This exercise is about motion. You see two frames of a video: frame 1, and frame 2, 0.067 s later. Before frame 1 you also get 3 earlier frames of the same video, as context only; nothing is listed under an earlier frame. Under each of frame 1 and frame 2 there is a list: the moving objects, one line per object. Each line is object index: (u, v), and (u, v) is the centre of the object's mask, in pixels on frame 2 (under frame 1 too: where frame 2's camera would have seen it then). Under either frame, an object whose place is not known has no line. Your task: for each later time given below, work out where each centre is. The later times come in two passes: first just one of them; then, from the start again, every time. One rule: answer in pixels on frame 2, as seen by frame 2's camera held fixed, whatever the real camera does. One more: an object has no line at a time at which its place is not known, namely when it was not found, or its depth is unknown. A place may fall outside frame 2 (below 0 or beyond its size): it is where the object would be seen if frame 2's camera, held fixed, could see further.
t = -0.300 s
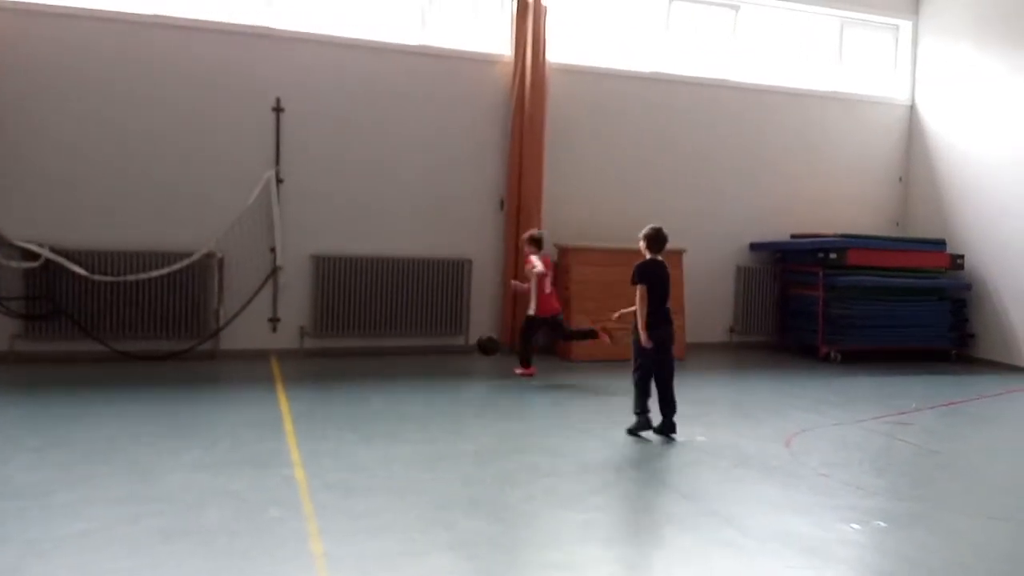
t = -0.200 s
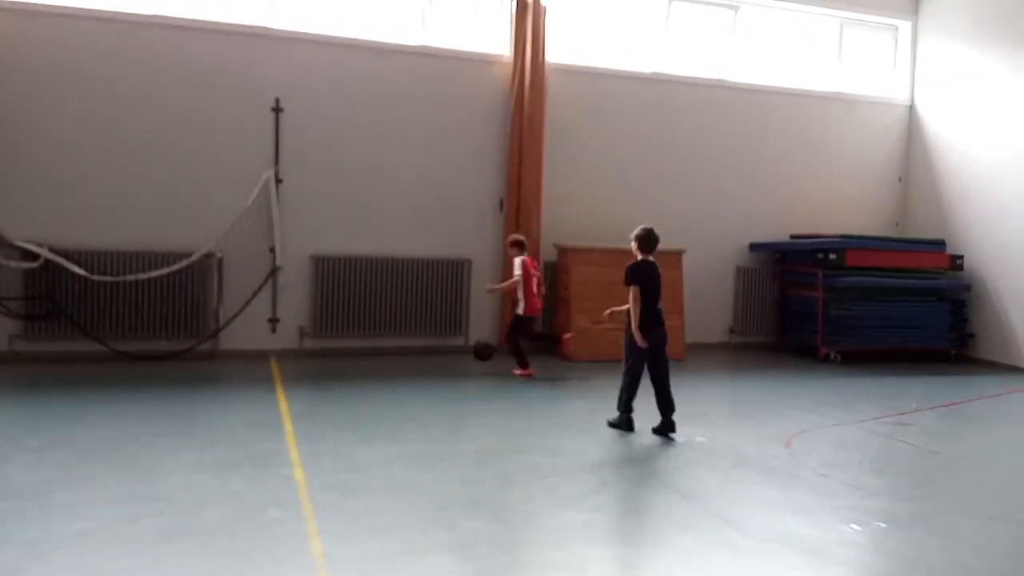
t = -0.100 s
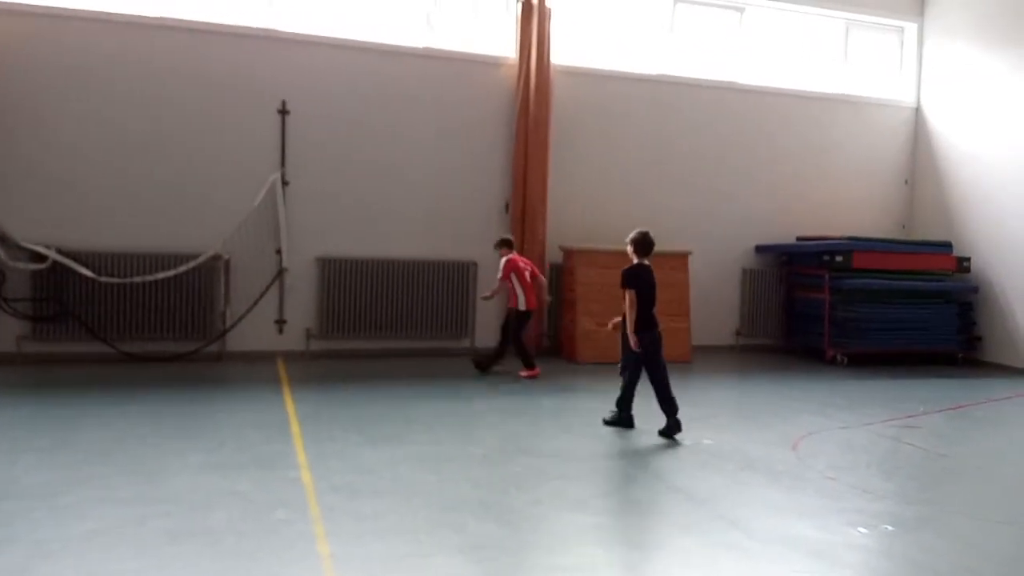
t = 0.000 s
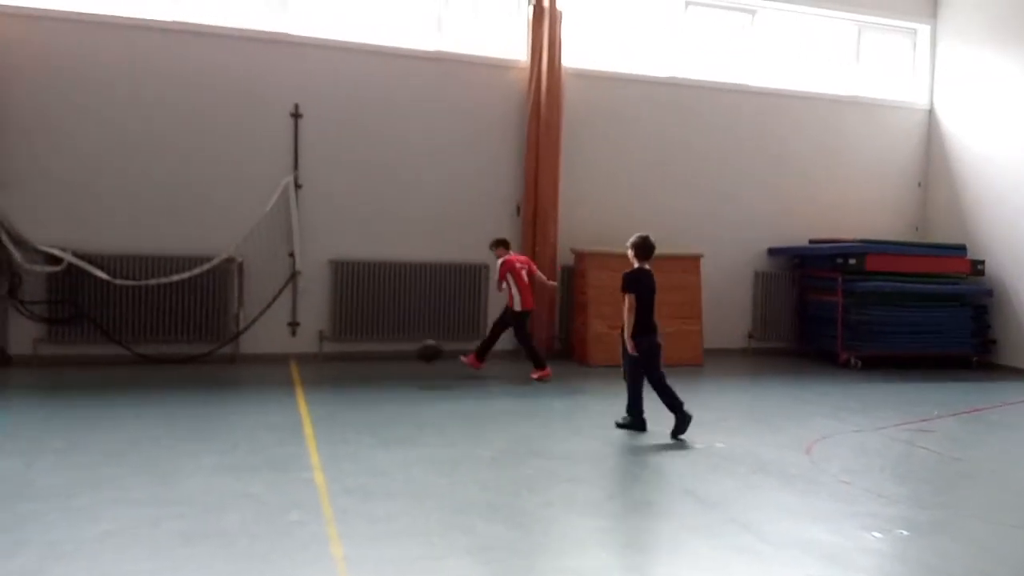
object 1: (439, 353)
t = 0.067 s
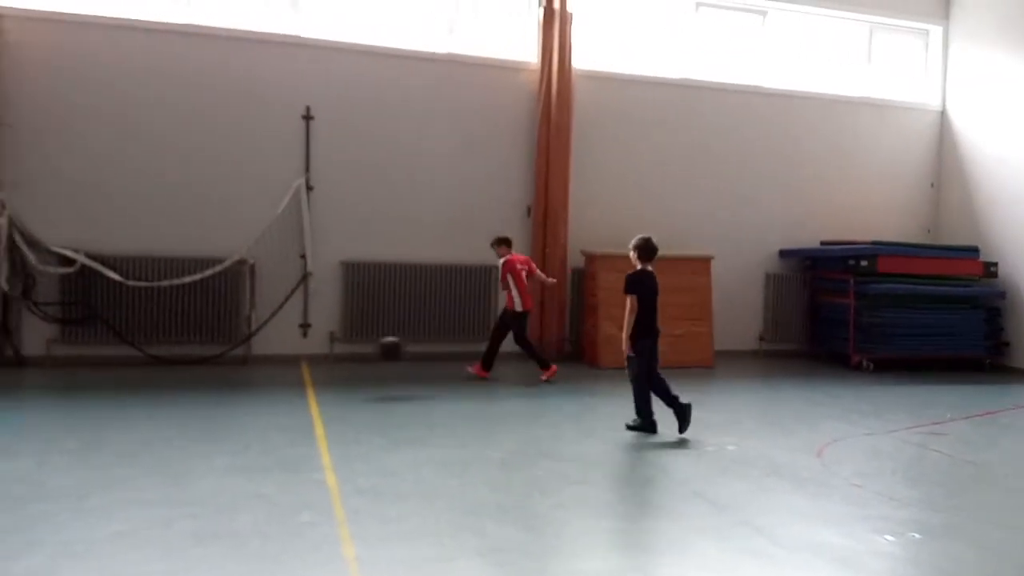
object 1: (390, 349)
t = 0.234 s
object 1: (241, 362)
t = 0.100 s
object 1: (363, 349)
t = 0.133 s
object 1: (335, 349)
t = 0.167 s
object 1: (306, 351)
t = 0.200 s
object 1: (274, 356)
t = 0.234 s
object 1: (241, 362)
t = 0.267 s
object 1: (205, 369)
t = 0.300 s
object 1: (168, 379)
